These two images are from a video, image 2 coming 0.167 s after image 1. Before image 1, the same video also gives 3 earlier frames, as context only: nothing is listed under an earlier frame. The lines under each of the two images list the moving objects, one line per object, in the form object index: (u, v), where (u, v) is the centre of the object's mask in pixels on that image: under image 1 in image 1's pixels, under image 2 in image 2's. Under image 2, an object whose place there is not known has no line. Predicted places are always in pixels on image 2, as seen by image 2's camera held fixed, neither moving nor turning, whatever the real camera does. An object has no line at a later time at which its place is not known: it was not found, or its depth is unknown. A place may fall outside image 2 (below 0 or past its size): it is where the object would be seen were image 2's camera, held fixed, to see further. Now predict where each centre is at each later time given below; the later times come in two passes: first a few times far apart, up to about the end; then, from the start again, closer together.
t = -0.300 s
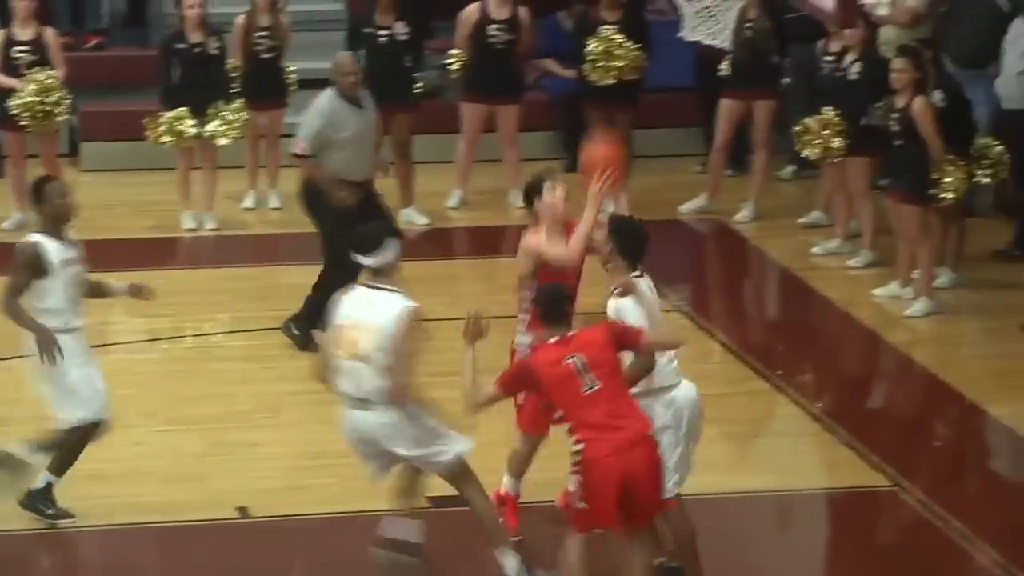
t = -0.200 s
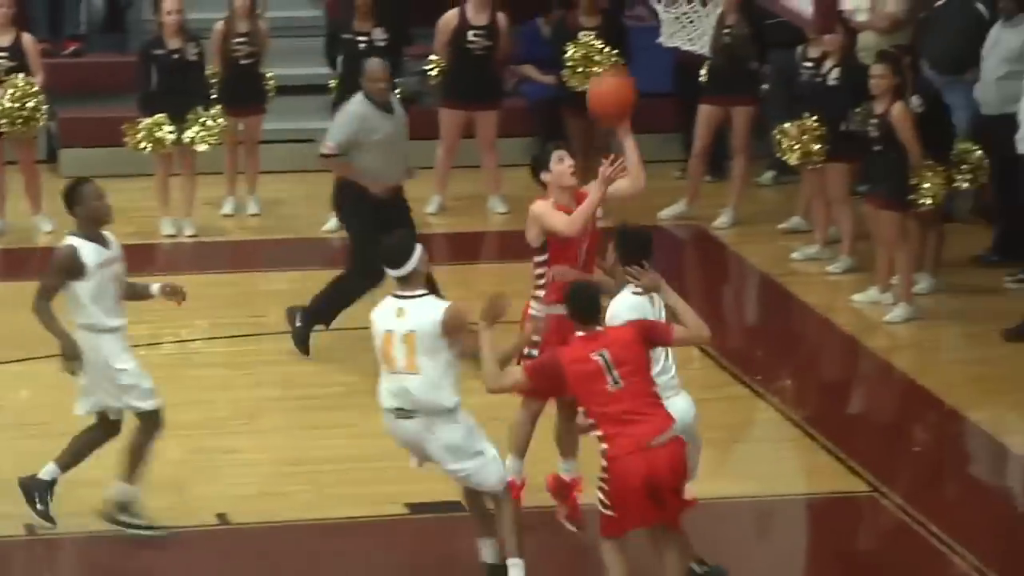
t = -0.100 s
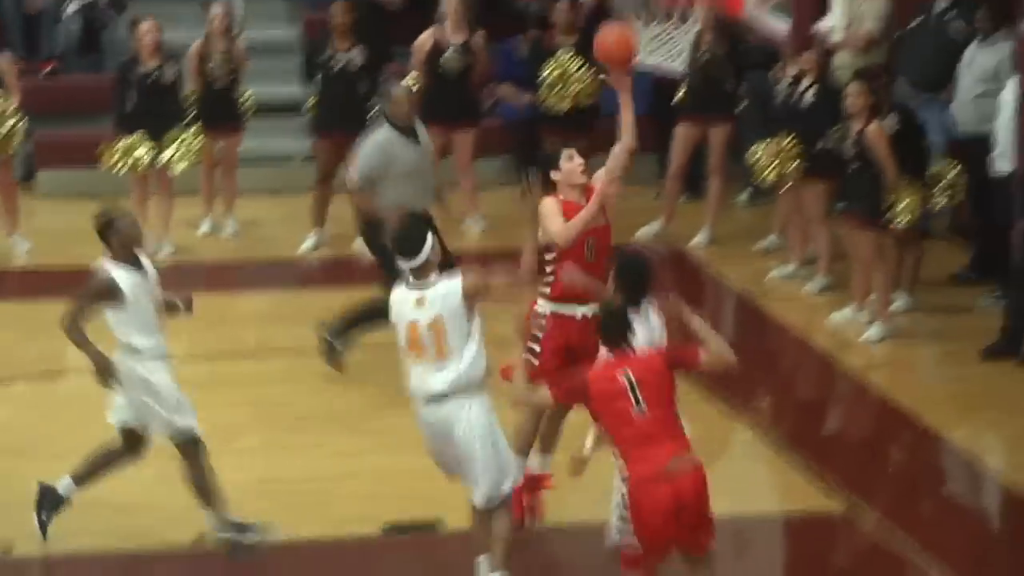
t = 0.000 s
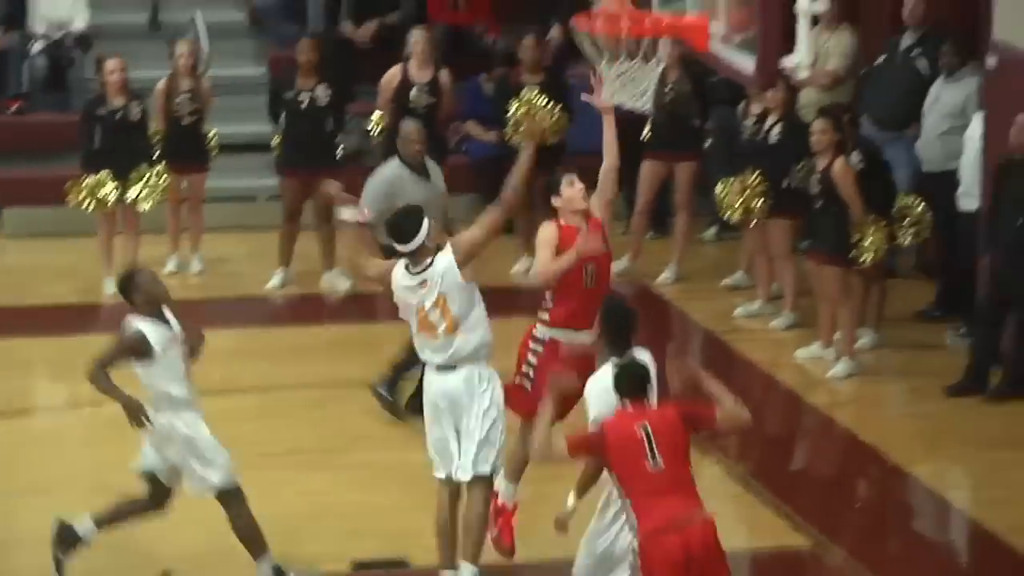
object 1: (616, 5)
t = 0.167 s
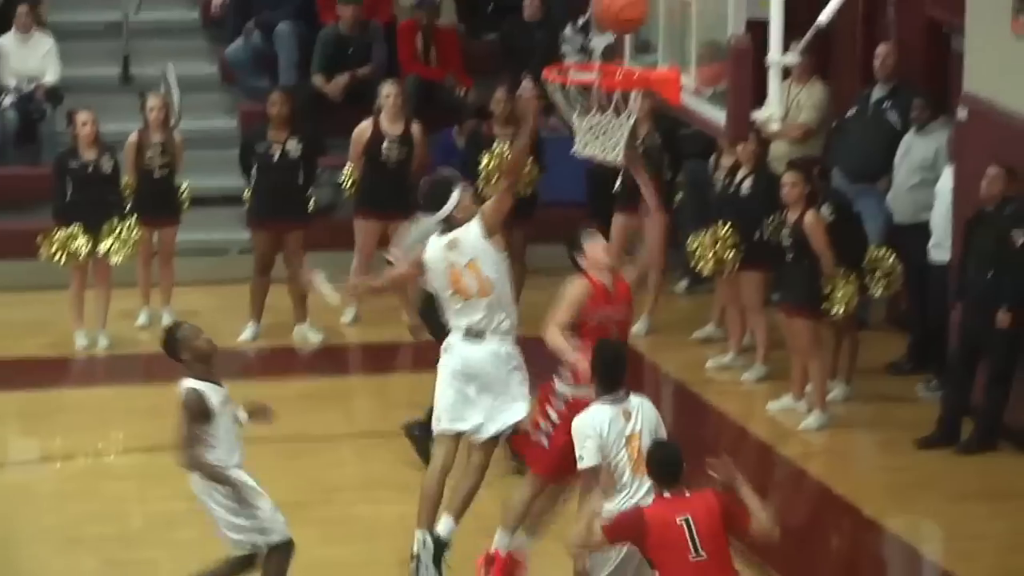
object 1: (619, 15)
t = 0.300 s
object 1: (601, -5)
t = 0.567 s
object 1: (562, 24)
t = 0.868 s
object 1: (576, 48)
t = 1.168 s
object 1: (606, 69)
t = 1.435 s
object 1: (616, 144)
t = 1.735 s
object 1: (593, 236)
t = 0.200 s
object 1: (615, 10)
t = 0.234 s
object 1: (612, 2)
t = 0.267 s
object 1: (607, -3)
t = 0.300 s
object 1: (601, -5)
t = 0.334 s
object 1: (596, -8)
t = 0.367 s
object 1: (593, -7)
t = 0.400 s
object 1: (588, -5)
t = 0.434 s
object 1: (583, -3)
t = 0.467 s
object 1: (579, 3)
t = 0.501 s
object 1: (572, 8)
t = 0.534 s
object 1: (567, 16)
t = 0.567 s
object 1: (562, 24)
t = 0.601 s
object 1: (558, 34)
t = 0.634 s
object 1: (553, 45)
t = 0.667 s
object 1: (553, 49)
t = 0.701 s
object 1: (557, 46)
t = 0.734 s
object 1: (561, 44)
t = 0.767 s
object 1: (565, 43)
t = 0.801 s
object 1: (568, 44)
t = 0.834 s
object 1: (573, 45)
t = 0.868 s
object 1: (576, 48)
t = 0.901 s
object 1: (580, 51)
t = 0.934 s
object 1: (584, 56)
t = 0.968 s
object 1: (588, 59)
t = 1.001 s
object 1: (590, 59)
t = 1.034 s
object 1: (595, 60)
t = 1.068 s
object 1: (598, 61)
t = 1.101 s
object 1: (600, 63)
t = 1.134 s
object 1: (603, 66)
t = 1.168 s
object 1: (606, 69)
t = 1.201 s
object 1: (608, 90)
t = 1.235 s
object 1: (612, 103)
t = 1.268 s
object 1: (617, 105)
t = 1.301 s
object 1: (616, 111)
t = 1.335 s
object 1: (621, 116)
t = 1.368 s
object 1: (619, 132)
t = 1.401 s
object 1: (619, 139)
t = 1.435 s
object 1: (616, 144)
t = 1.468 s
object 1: (614, 154)
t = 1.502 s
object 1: (611, 168)
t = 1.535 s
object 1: (610, 173)
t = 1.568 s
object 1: (607, 178)
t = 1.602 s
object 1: (605, 184)
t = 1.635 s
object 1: (601, 194)
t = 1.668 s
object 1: (598, 208)
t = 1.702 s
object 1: (596, 221)
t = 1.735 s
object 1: (593, 236)
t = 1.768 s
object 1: (590, 253)
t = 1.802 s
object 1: (588, 272)
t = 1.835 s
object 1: (583, 290)
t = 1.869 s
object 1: (583, 311)
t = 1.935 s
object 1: (579, 355)
